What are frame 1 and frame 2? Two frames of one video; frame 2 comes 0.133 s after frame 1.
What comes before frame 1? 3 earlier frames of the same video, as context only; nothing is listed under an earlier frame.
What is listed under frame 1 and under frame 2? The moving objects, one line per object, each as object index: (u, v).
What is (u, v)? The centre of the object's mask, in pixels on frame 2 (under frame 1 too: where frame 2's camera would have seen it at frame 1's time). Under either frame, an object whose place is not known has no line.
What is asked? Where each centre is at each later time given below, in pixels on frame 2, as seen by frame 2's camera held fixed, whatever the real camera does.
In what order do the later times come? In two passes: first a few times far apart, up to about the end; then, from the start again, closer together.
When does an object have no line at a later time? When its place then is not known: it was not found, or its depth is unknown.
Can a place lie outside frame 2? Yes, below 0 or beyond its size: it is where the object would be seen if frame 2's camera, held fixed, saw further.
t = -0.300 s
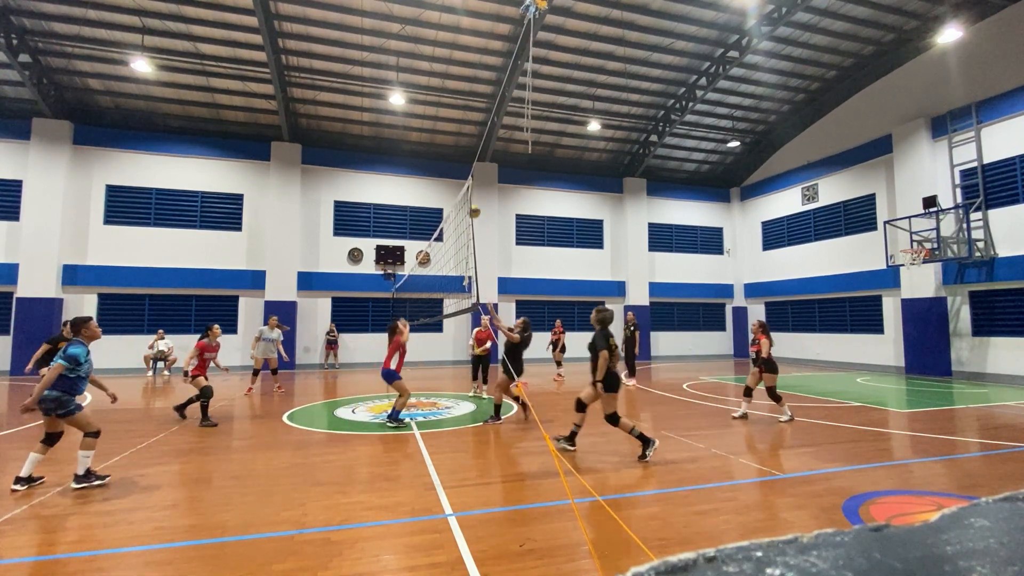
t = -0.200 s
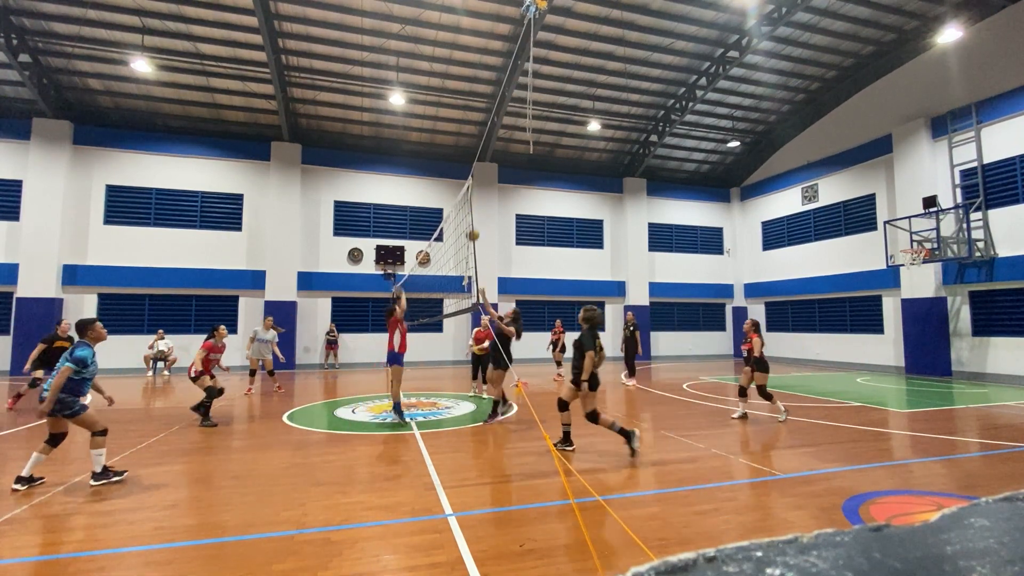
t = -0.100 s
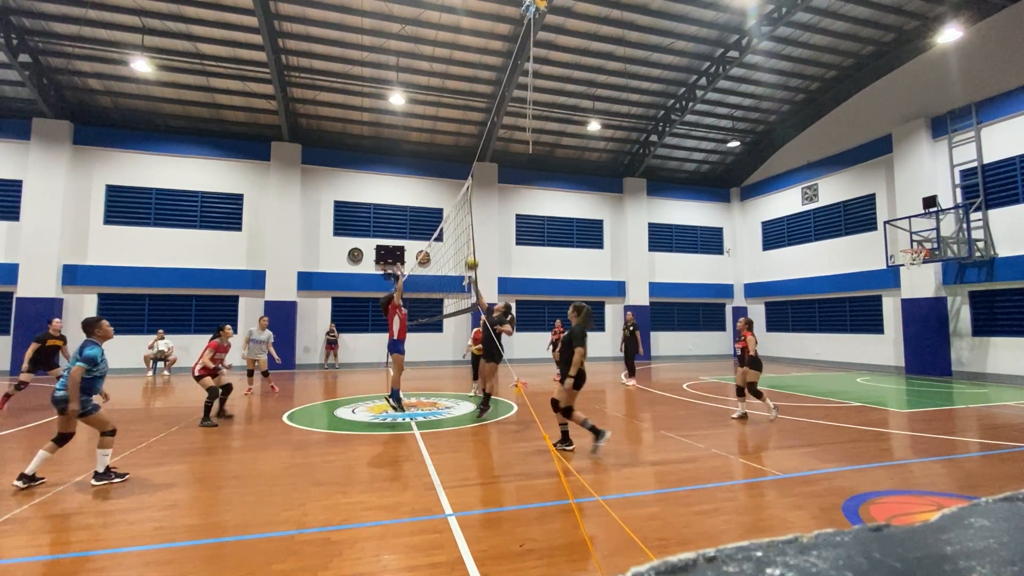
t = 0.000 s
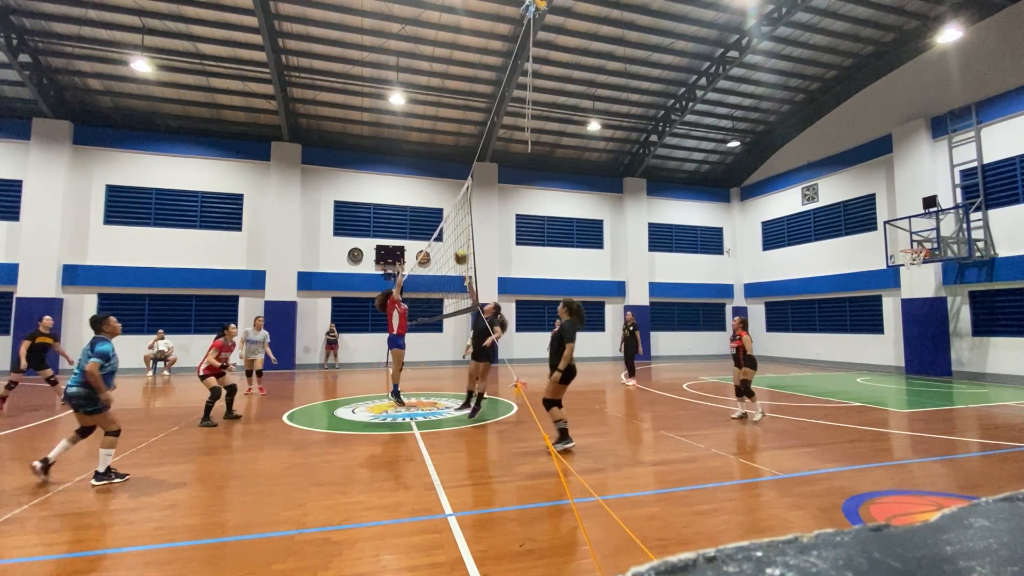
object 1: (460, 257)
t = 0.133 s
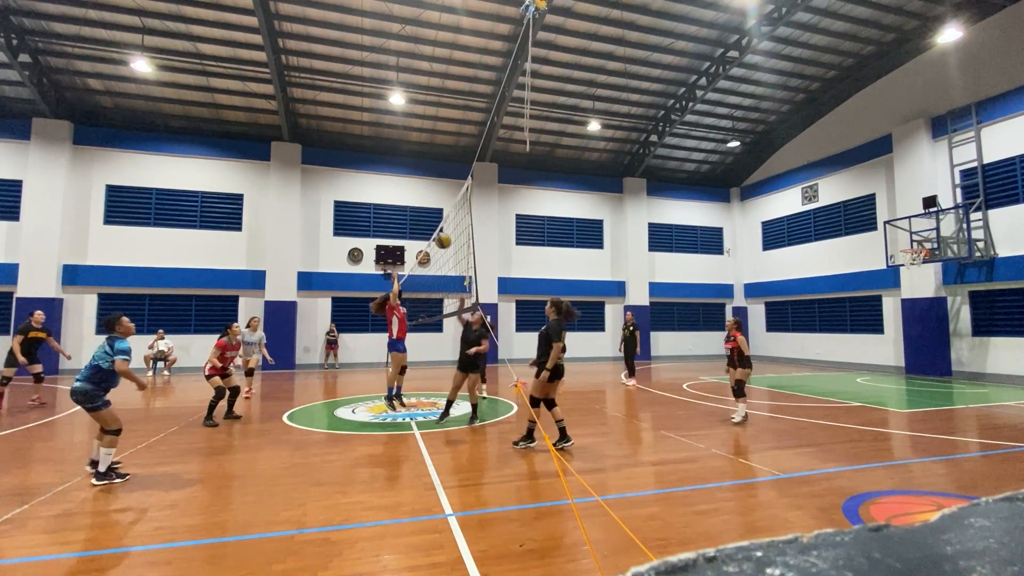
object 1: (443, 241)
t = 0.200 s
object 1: (433, 236)
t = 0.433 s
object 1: (387, 252)
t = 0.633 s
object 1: (335, 315)
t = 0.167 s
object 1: (438, 239)
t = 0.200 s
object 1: (433, 236)
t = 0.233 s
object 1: (426, 235)
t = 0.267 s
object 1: (421, 236)
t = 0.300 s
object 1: (415, 236)
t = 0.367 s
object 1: (402, 241)
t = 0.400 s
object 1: (395, 246)
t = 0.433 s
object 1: (387, 252)
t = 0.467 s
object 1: (381, 256)
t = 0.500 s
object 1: (373, 265)
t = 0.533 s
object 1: (363, 276)
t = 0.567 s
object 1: (354, 287)
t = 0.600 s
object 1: (345, 300)
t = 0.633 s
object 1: (335, 315)
